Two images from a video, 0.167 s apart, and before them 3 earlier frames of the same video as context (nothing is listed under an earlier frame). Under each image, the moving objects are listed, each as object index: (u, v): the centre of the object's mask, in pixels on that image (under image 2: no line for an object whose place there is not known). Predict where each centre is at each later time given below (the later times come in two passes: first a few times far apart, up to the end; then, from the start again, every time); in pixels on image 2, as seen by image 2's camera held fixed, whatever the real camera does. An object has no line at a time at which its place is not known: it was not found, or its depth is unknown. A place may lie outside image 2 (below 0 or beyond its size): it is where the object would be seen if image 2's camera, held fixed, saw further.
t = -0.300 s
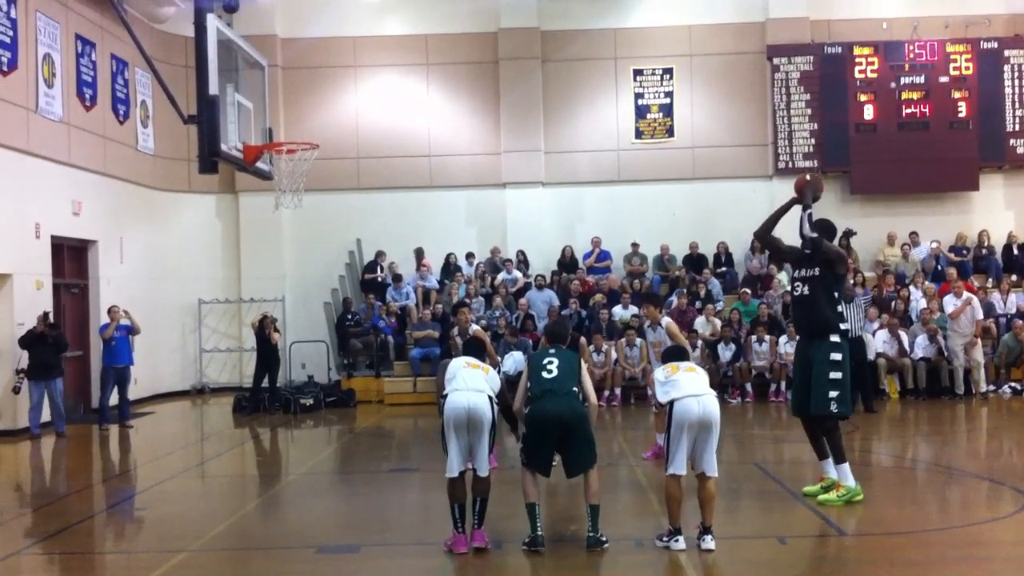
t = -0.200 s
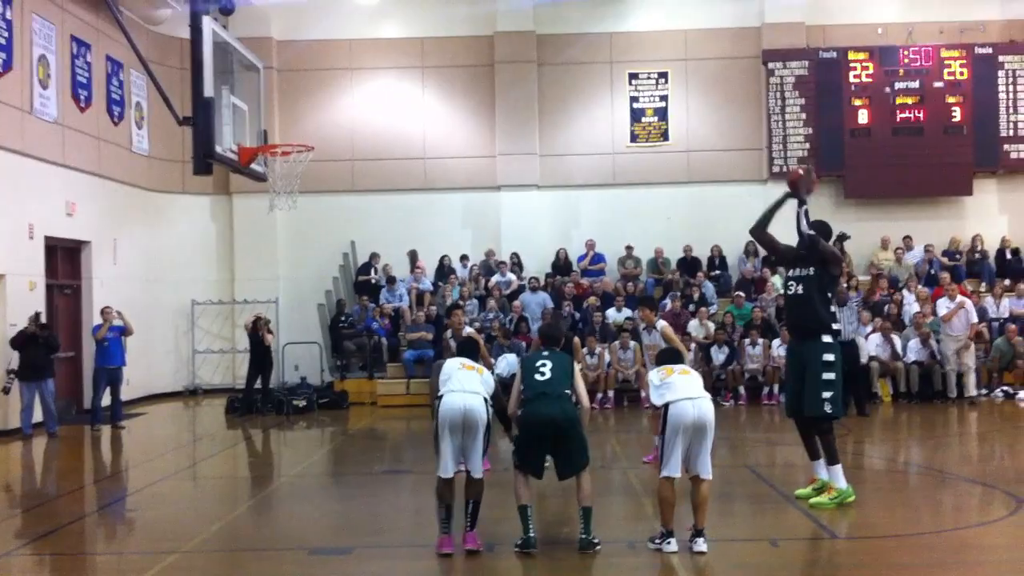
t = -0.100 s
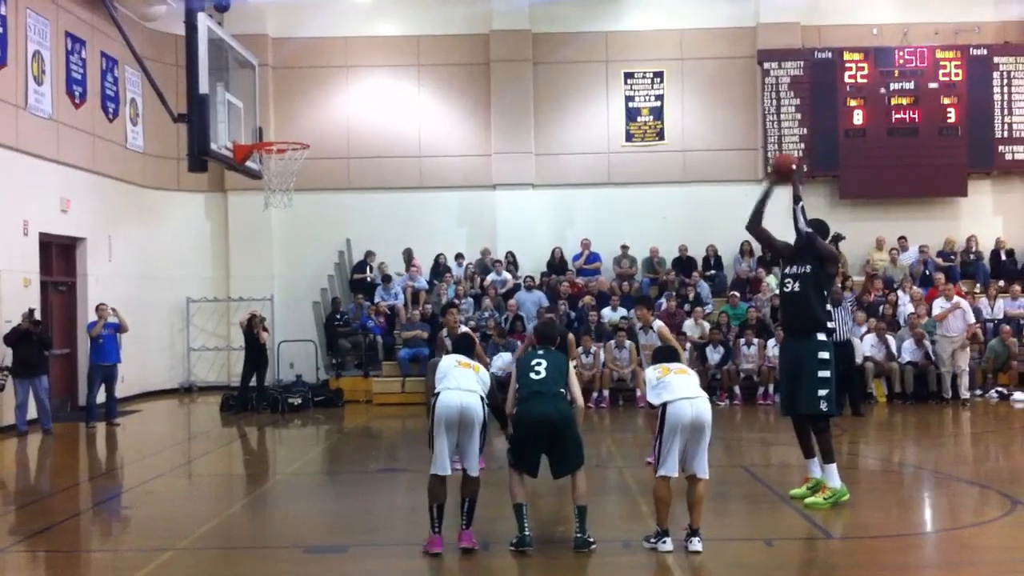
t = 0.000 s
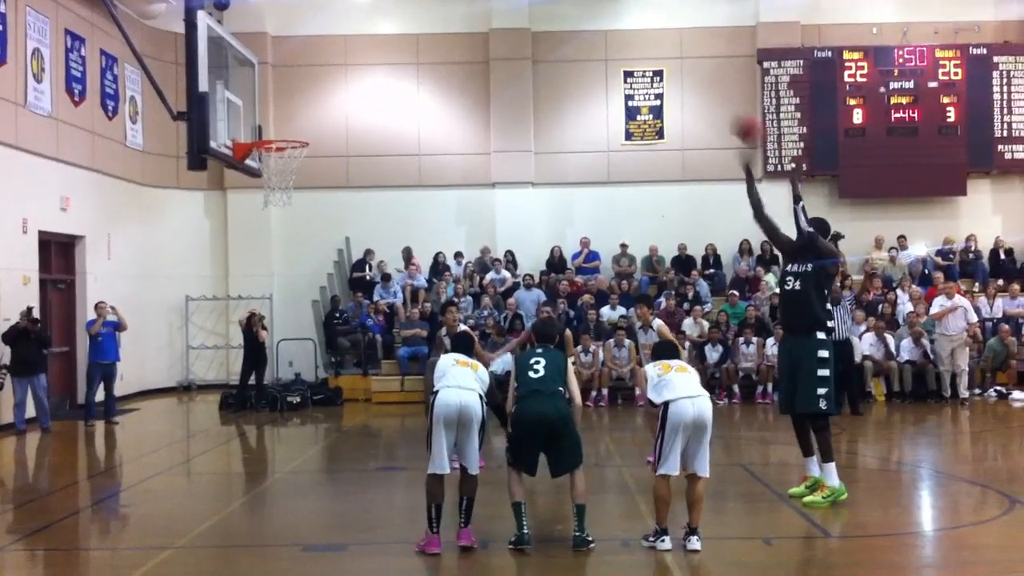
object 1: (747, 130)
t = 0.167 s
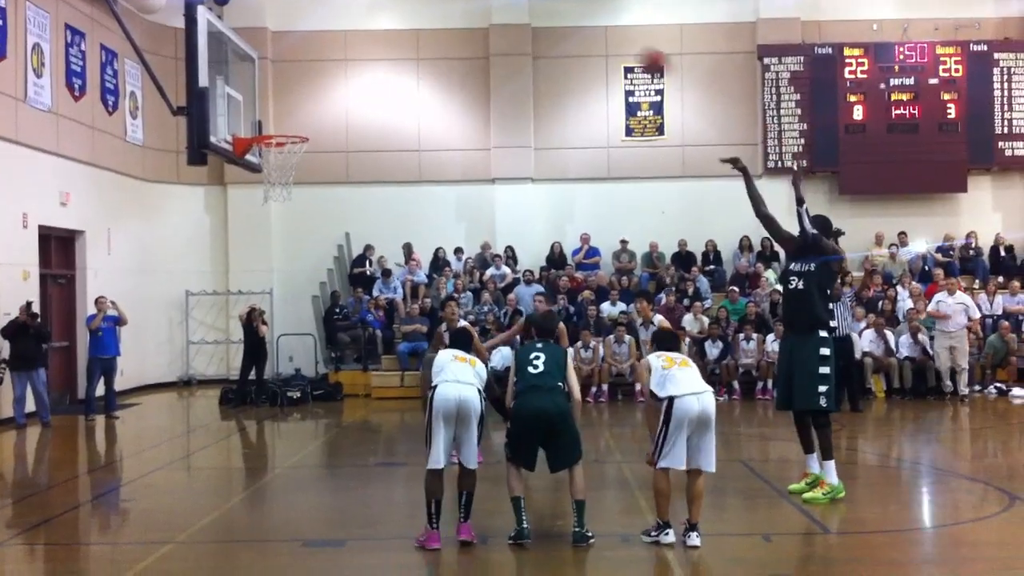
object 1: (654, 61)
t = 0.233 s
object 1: (616, 46)
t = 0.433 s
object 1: (501, 27)
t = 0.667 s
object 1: (375, 59)
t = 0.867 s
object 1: (270, 127)
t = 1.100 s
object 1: (279, 97)
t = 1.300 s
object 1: (290, 117)
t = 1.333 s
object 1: (292, 126)
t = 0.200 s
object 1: (633, 52)
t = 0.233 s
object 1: (616, 46)
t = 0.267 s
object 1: (597, 39)
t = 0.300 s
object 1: (578, 35)
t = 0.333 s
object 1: (559, 31)
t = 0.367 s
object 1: (540, 28)
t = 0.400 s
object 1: (523, 26)
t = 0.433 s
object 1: (501, 27)
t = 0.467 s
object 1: (484, 28)
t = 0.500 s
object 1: (466, 30)
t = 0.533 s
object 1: (448, 33)
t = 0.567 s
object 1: (430, 38)
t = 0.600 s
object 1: (411, 45)
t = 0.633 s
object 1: (391, 51)
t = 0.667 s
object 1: (375, 59)
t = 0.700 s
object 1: (356, 68)
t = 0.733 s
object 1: (337, 79)
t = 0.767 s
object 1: (320, 92)
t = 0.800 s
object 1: (302, 105)
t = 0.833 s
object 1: (285, 119)
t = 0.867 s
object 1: (270, 127)
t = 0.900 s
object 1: (271, 124)
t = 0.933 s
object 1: (272, 117)
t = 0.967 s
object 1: (273, 110)
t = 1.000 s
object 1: (275, 105)
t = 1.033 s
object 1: (276, 101)
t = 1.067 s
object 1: (278, 98)
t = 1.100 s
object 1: (279, 97)
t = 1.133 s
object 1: (281, 96)
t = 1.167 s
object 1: (282, 97)
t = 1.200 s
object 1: (284, 100)
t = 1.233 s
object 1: (286, 103)
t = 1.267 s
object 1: (288, 110)
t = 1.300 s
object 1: (290, 117)
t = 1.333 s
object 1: (292, 126)
